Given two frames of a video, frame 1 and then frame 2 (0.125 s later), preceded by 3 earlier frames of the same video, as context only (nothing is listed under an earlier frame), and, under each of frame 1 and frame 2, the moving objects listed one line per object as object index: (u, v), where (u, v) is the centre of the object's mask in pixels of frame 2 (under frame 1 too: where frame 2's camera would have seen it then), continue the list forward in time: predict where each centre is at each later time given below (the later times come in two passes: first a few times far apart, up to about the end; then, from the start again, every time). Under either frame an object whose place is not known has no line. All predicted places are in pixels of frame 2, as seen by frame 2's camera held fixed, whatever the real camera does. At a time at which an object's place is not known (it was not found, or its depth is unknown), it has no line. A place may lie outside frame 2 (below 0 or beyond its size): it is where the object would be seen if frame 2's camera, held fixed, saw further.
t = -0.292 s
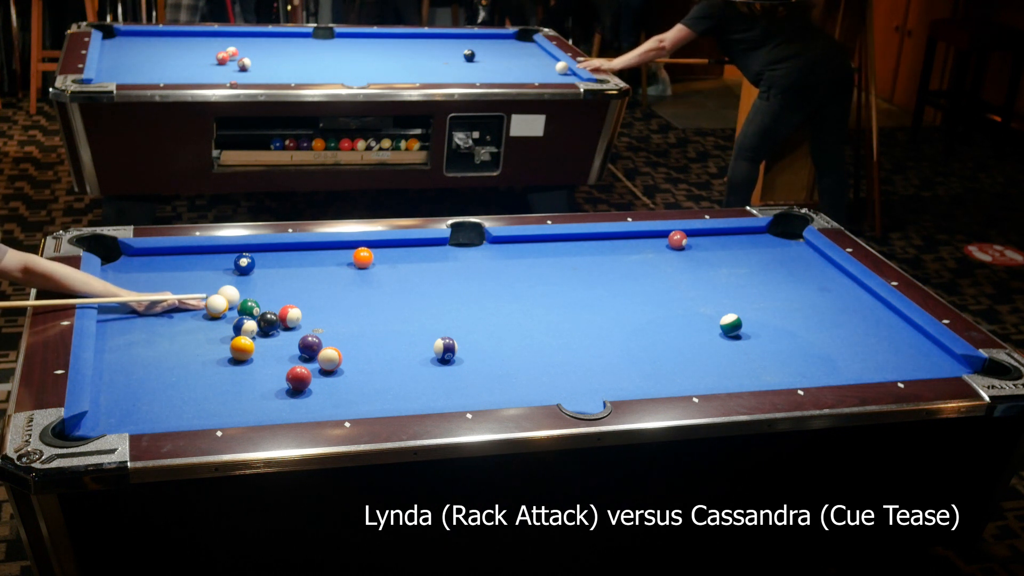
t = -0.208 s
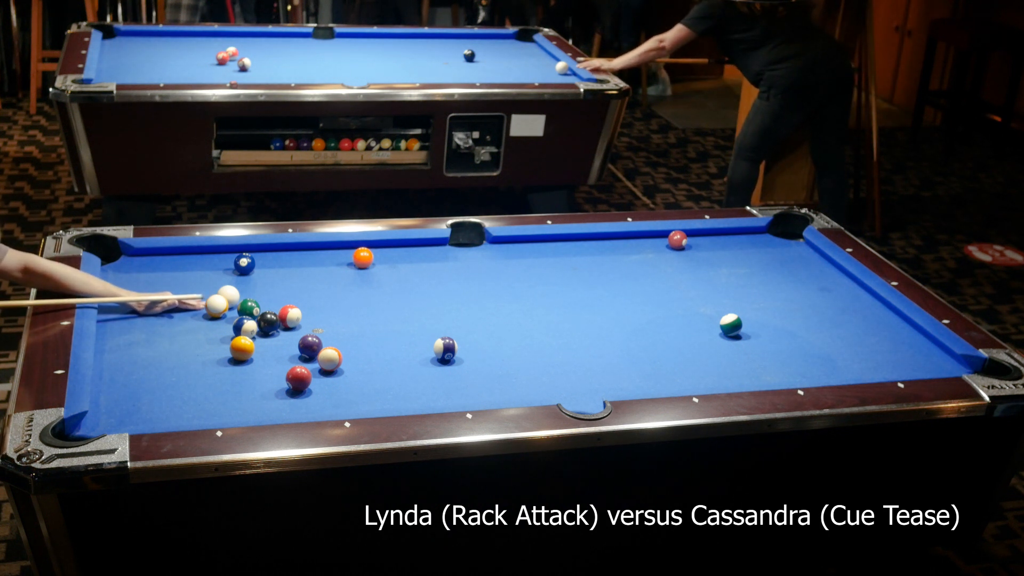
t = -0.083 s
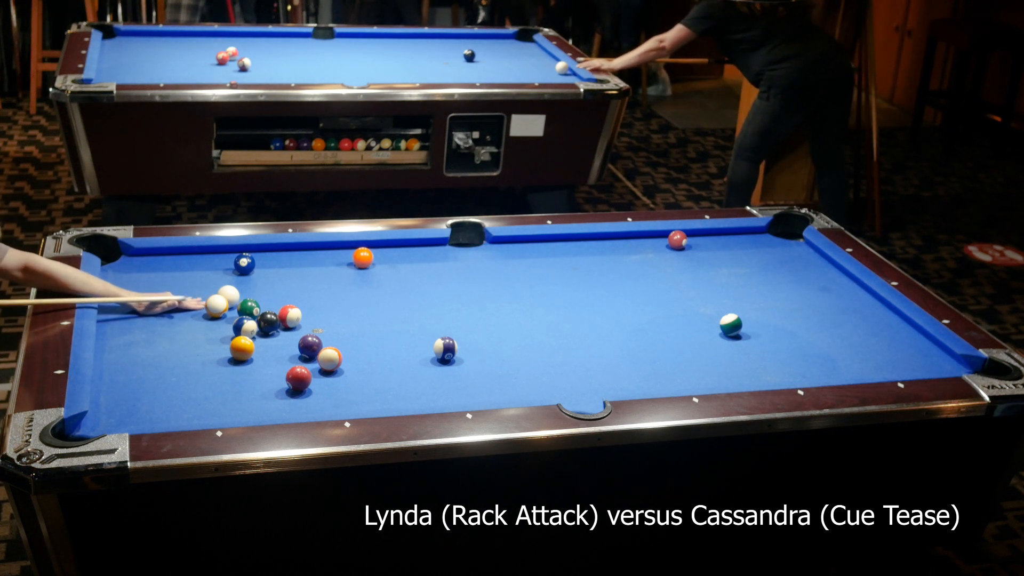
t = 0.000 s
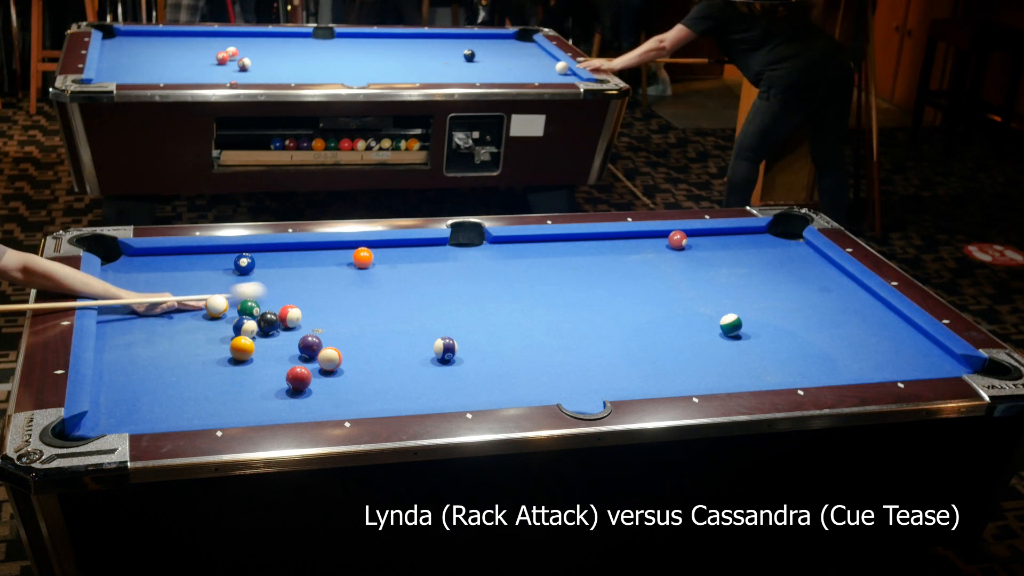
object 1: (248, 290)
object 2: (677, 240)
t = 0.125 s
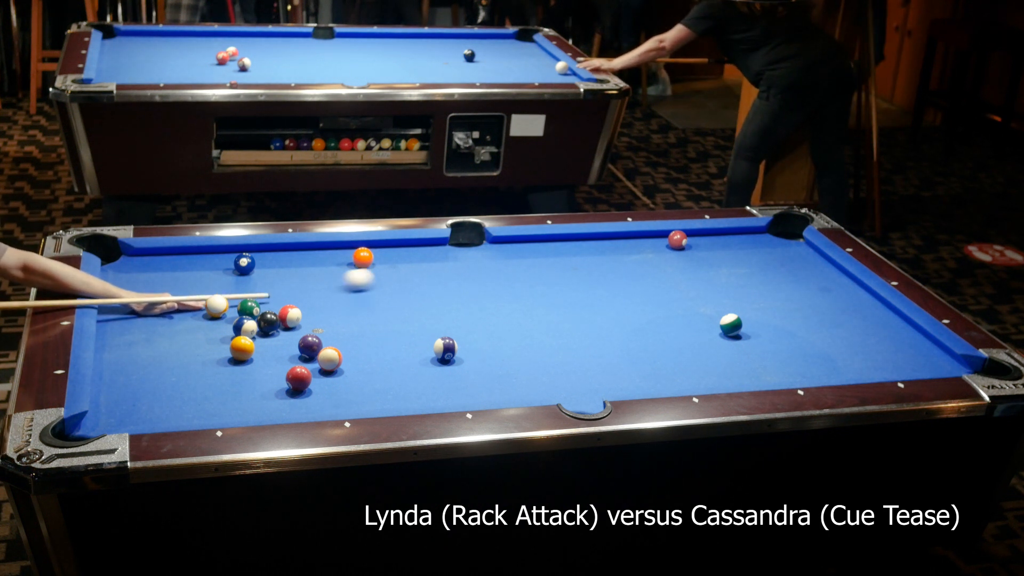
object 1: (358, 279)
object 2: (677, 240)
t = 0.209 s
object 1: (420, 271)
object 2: (677, 240)
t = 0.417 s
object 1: (547, 255)
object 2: (677, 240)
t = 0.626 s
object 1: (658, 240)
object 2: (680, 240)
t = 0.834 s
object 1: (671, 235)
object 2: (768, 234)
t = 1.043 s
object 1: (696, 238)
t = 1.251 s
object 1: (720, 241)
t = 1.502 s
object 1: (747, 243)
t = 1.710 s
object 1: (768, 246)
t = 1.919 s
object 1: (788, 249)
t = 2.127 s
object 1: (806, 251)
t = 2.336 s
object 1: (811, 253)
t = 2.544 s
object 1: (807, 255)
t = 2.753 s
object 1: (803, 257)
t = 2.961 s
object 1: (799, 258)
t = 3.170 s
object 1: (797, 260)
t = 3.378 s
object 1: (795, 261)
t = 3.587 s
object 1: (793, 261)
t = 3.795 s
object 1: (792, 261)
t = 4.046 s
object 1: (793, 261)
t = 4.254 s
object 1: (793, 261)
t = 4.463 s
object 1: (793, 261)
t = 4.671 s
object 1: (793, 261)
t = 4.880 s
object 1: (793, 261)
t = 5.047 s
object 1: (793, 261)
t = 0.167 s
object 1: (391, 275)
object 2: (677, 240)
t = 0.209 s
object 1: (420, 271)
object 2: (677, 240)
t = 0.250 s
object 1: (448, 267)
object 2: (677, 240)
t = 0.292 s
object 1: (473, 264)
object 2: (677, 240)
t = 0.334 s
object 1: (499, 261)
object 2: (677, 240)
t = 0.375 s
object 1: (523, 258)
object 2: (677, 240)
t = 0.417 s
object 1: (547, 255)
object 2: (677, 240)
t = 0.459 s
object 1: (571, 252)
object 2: (677, 240)
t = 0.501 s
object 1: (594, 248)
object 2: (677, 240)
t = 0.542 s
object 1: (617, 246)
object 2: (677, 240)
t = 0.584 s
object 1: (639, 243)
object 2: (677, 240)
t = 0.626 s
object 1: (658, 240)
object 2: (680, 240)
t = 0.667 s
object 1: (659, 239)
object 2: (700, 238)
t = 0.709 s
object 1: (660, 237)
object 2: (719, 237)
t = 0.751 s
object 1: (662, 235)
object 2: (737, 236)
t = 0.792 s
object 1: (665, 235)
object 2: (753, 235)
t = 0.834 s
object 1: (671, 235)
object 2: (768, 234)
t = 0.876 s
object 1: (676, 236)
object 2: (783, 233)
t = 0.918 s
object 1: (681, 236)
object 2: (794, 233)
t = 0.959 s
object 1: (686, 237)
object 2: (788, 230)
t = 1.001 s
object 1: (691, 237)
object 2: (782, 231)
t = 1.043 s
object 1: (696, 238)
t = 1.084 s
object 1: (701, 238)
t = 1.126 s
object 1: (706, 239)
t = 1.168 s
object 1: (711, 239)
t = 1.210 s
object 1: (715, 240)
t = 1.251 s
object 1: (720, 241)
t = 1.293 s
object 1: (725, 241)
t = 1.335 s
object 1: (729, 242)
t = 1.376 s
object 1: (734, 242)
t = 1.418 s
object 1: (739, 242)
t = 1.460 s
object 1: (743, 243)
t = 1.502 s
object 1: (747, 243)
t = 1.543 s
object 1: (752, 244)
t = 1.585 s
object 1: (756, 245)
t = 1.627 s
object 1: (760, 245)
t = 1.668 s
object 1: (764, 246)
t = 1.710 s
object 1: (768, 246)
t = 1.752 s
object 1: (772, 247)
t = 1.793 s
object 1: (776, 247)
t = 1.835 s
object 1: (780, 248)
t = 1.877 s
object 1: (784, 248)
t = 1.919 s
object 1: (788, 249)
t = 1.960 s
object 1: (791, 249)
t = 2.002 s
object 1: (795, 249)
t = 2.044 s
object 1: (799, 250)
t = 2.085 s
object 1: (802, 250)
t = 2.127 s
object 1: (806, 251)
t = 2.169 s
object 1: (809, 251)
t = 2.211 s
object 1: (813, 252)
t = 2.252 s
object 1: (813, 252)
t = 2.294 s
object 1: (812, 253)
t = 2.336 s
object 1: (811, 253)
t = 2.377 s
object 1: (810, 253)
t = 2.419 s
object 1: (809, 254)
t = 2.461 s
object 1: (808, 254)
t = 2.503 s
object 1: (807, 255)
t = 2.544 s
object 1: (807, 255)
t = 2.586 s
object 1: (806, 255)
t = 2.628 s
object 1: (805, 256)
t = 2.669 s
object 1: (804, 256)
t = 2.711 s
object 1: (803, 256)
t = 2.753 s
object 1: (803, 257)
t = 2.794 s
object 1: (802, 257)
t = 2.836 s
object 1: (801, 257)
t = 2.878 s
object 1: (801, 258)
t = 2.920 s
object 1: (800, 258)
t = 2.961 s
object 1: (799, 258)
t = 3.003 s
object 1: (799, 259)
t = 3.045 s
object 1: (798, 259)
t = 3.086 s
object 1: (798, 259)
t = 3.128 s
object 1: (797, 260)
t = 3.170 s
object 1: (797, 260)
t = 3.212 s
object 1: (796, 260)
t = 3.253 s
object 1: (796, 260)
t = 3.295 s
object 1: (796, 260)
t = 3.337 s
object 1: (795, 261)
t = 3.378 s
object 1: (795, 261)
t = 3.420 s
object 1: (795, 261)
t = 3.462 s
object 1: (794, 261)
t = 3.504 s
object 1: (794, 261)
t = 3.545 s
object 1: (793, 261)
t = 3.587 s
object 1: (793, 261)
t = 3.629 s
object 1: (793, 261)
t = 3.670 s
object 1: (793, 261)
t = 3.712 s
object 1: (793, 261)
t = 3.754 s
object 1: (793, 261)
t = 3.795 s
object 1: (792, 261)
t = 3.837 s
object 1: (793, 261)
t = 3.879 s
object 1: (793, 261)
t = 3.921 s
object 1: (793, 261)
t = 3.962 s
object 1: (793, 261)
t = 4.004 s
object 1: (793, 261)
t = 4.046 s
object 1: (793, 261)
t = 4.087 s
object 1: (793, 261)
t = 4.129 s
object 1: (793, 261)
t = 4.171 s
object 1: (793, 261)
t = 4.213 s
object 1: (793, 261)
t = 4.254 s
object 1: (793, 261)
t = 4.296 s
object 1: (793, 261)
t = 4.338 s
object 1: (793, 261)
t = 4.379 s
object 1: (793, 261)
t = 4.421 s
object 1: (793, 261)
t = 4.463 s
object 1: (793, 261)
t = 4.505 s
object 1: (793, 261)
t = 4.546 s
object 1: (793, 261)
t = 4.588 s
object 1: (793, 261)
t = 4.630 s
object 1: (793, 261)
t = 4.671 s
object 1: (793, 261)
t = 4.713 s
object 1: (793, 261)
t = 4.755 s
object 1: (793, 261)
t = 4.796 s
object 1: (793, 261)
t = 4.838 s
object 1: (793, 261)
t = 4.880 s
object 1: (793, 261)
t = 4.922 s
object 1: (793, 261)
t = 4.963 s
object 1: (793, 261)
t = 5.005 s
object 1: (793, 261)
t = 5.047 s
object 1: (793, 261)
